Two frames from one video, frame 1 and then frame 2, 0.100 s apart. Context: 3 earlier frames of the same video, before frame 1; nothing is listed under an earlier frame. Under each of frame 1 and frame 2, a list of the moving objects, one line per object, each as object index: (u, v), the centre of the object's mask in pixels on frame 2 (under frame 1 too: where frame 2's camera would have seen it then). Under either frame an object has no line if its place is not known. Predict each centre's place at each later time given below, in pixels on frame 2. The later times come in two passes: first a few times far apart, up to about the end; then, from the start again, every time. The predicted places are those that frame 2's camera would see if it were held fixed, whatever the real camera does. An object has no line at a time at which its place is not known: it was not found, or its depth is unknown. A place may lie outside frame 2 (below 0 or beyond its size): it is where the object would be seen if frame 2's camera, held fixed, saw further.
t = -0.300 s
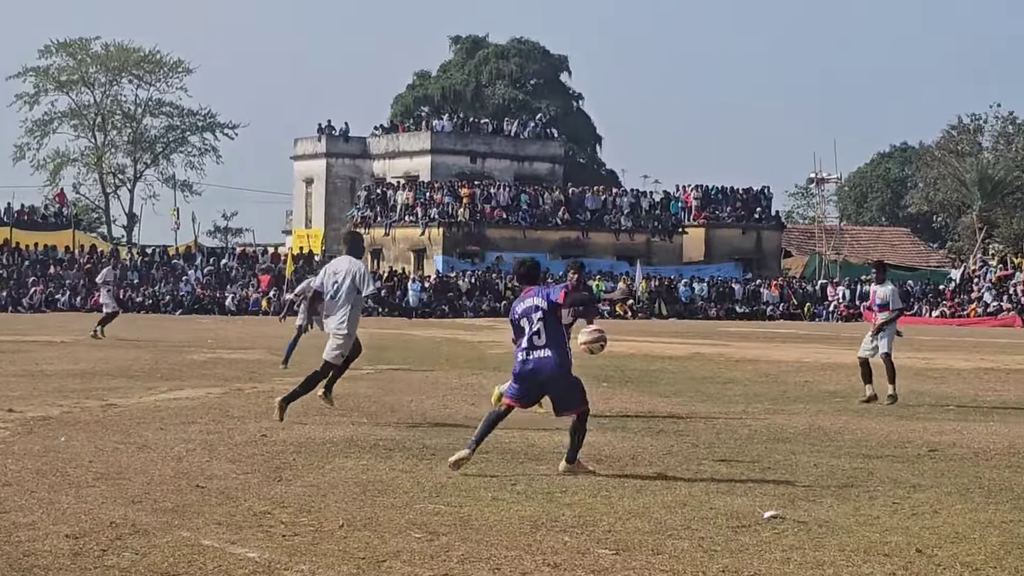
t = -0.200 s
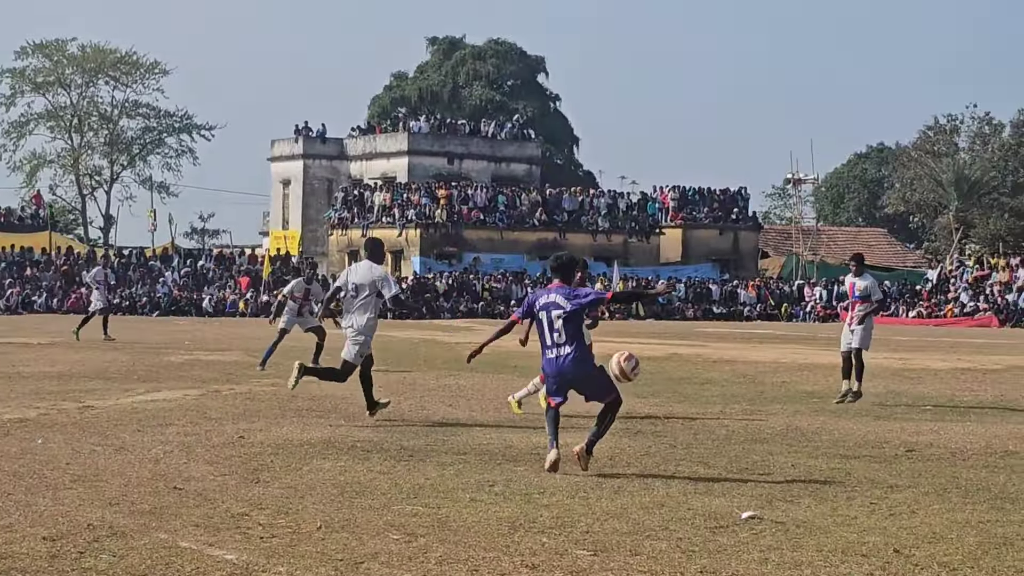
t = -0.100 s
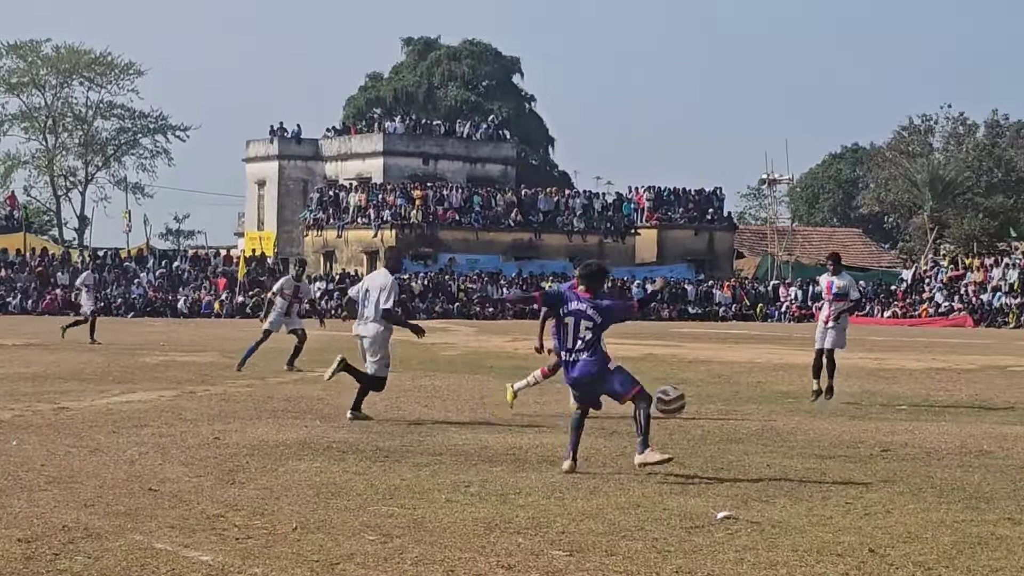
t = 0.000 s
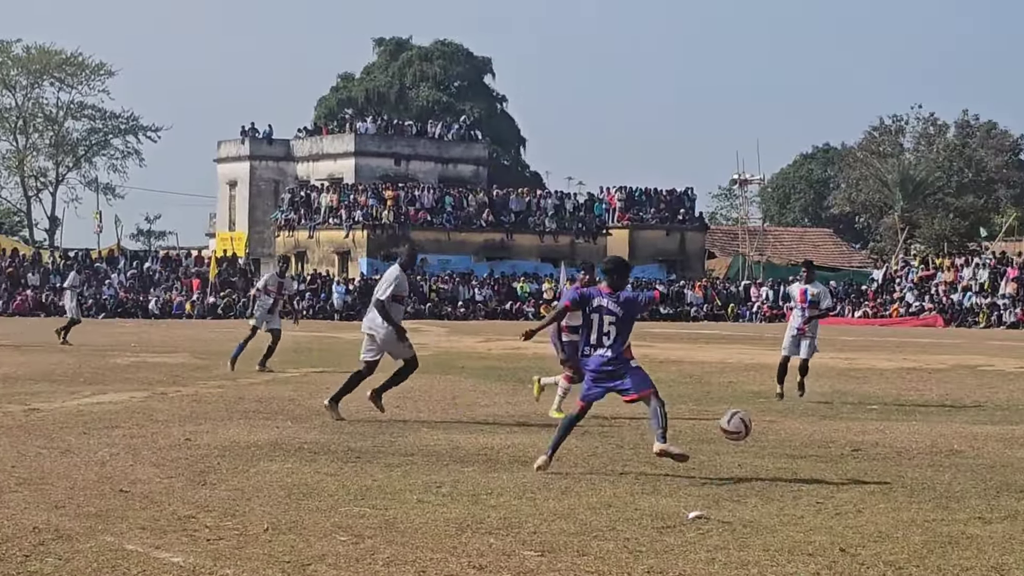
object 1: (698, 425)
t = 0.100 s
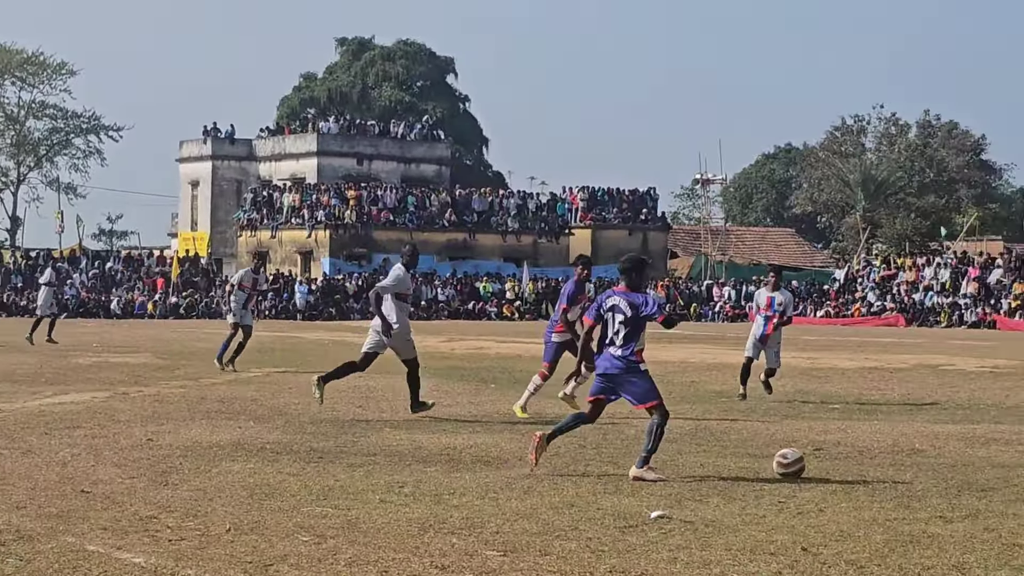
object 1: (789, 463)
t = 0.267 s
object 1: (898, 430)
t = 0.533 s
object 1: (1068, 458)
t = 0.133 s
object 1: (811, 455)
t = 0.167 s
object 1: (834, 446)
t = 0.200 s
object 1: (855, 439)
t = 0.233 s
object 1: (877, 434)
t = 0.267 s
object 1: (898, 430)
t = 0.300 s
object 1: (920, 427)
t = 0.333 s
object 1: (941, 427)
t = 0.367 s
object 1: (962, 429)
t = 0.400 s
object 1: (983, 431)
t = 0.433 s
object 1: (1005, 435)
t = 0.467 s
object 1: (1026, 441)
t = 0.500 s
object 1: (1047, 450)
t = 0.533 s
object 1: (1068, 458)
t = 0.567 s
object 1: (1090, 467)
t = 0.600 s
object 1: (1110, 459)
